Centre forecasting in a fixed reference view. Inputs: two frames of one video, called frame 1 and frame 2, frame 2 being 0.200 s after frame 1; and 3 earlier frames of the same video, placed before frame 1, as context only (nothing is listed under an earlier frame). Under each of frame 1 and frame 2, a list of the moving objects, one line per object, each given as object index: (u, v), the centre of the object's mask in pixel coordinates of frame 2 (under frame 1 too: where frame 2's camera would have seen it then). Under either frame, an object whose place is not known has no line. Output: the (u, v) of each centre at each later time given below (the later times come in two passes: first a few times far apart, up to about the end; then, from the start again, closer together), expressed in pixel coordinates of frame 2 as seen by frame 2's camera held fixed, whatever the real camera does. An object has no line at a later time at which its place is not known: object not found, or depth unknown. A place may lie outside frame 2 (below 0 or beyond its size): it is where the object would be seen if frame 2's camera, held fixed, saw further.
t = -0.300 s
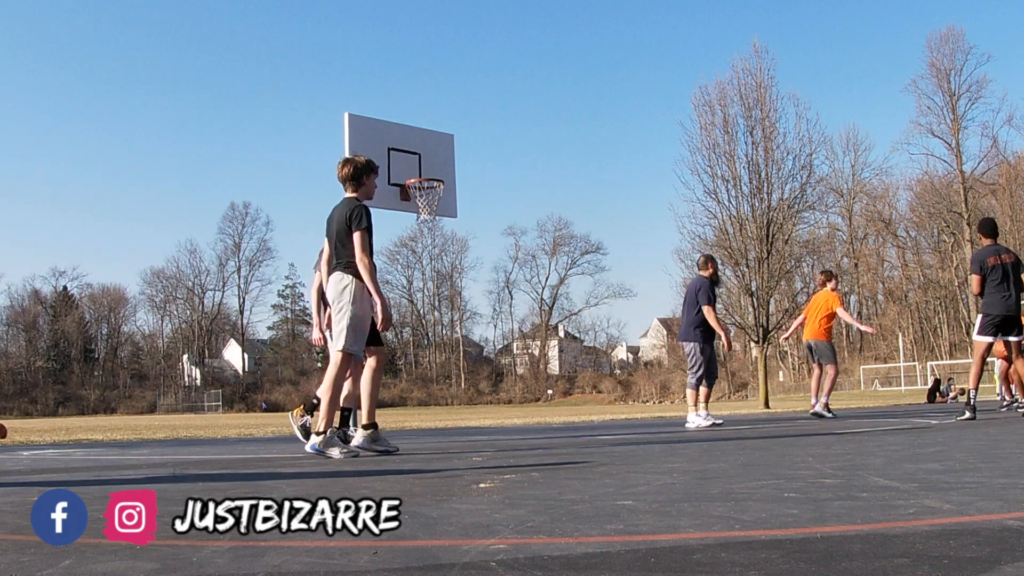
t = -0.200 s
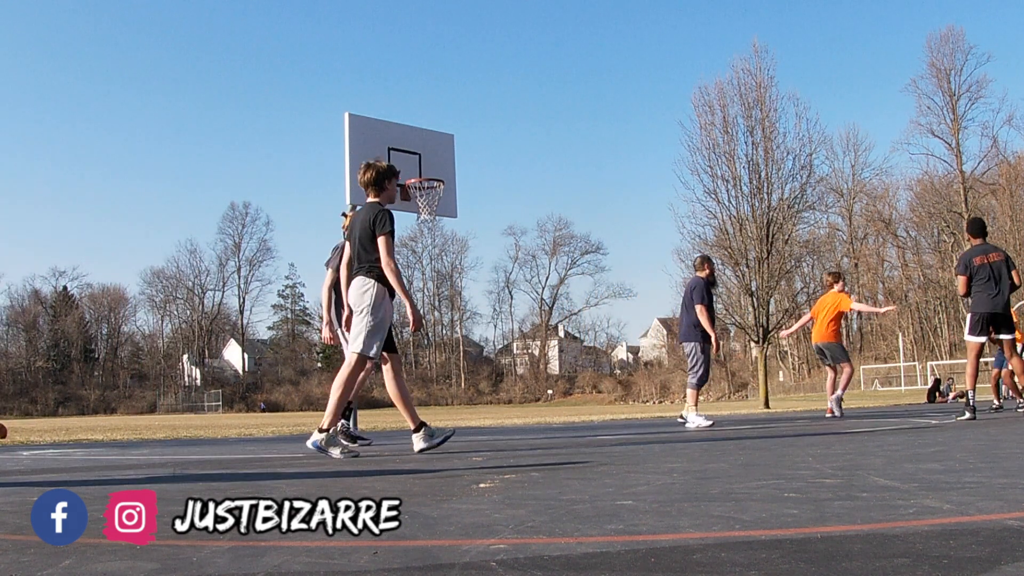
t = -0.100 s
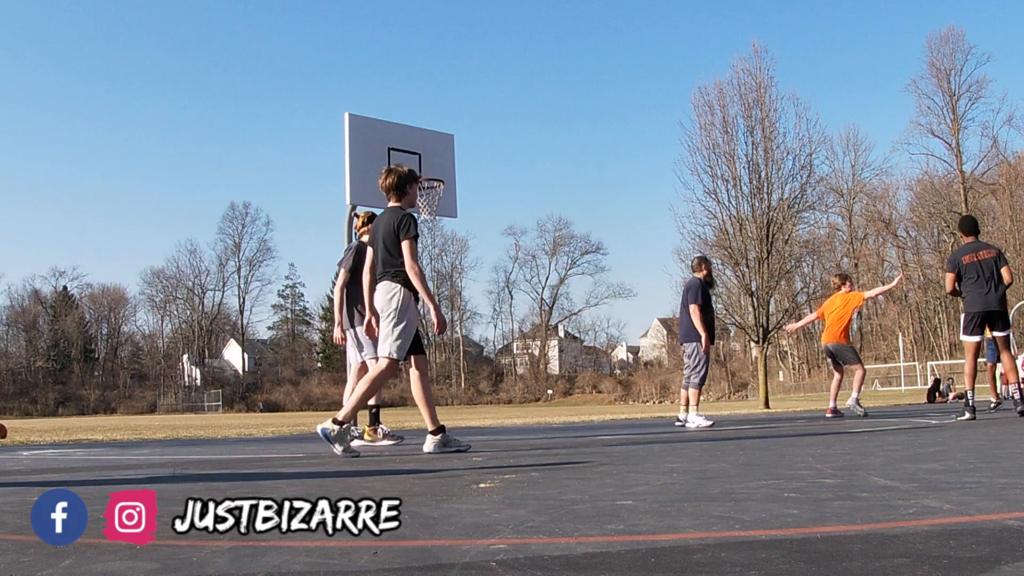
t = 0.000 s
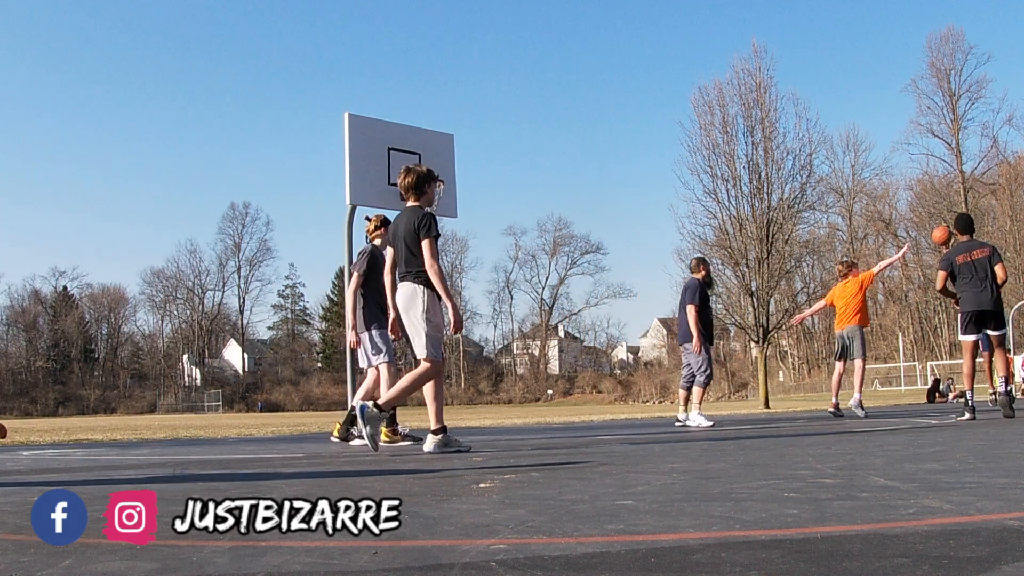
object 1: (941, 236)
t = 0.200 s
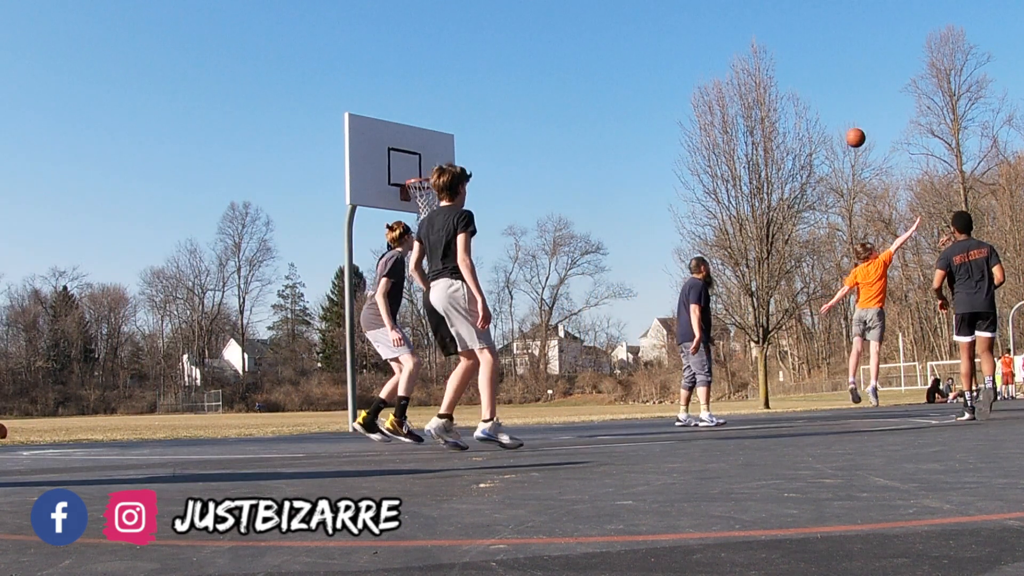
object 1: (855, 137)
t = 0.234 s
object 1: (841, 124)
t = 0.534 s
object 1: (720, 48)
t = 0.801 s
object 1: (623, 39)
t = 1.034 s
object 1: (544, 74)
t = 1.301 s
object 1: (460, 162)
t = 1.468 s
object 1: (464, 206)
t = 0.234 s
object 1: (841, 124)
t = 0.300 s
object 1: (813, 101)
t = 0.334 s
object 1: (799, 91)
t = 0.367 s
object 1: (786, 82)
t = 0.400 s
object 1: (773, 73)
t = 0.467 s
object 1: (746, 59)
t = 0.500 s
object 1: (733, 53)
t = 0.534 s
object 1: (720, 48)
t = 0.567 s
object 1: (708, 44)
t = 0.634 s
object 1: (683, 39)
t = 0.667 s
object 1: (671, 37)
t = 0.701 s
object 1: (659, 37)
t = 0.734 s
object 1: (647, 37)
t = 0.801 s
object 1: (623, 39)
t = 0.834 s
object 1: (612, 42)
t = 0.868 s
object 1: (600, 45)
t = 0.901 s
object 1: (589, 50)
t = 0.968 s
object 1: (566, 61)
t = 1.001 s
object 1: (555, 67)
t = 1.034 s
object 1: (544, 74)
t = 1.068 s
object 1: (533, 83)
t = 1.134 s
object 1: (512, 101)
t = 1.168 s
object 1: (501, 112)
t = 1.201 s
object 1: (491, 123)
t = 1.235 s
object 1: (480, 135)
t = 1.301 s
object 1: (460, 162)
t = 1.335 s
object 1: (450, 175)
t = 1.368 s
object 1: (454, 181)
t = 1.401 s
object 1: (457, 189)
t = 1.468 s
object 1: (464, 206)
